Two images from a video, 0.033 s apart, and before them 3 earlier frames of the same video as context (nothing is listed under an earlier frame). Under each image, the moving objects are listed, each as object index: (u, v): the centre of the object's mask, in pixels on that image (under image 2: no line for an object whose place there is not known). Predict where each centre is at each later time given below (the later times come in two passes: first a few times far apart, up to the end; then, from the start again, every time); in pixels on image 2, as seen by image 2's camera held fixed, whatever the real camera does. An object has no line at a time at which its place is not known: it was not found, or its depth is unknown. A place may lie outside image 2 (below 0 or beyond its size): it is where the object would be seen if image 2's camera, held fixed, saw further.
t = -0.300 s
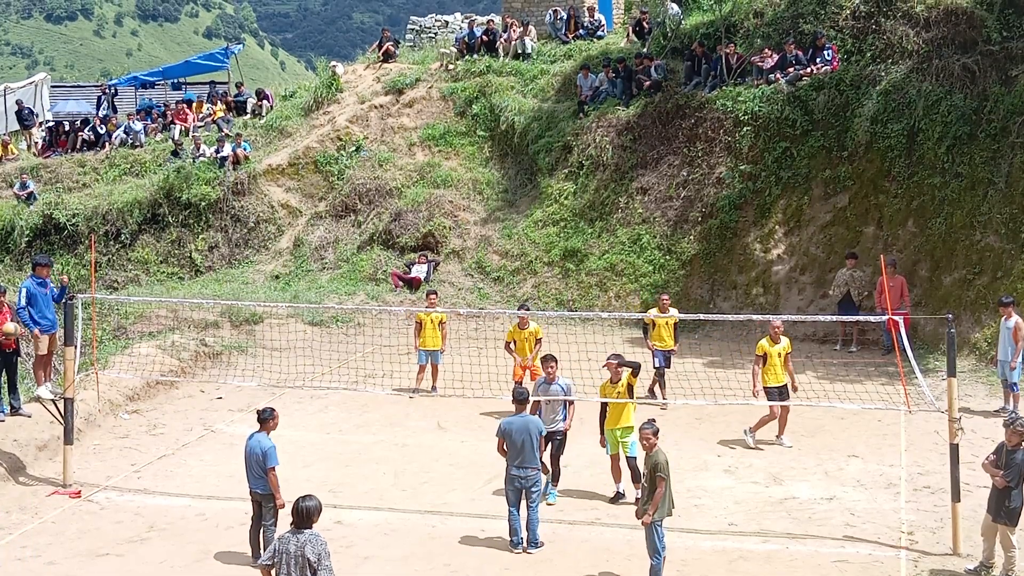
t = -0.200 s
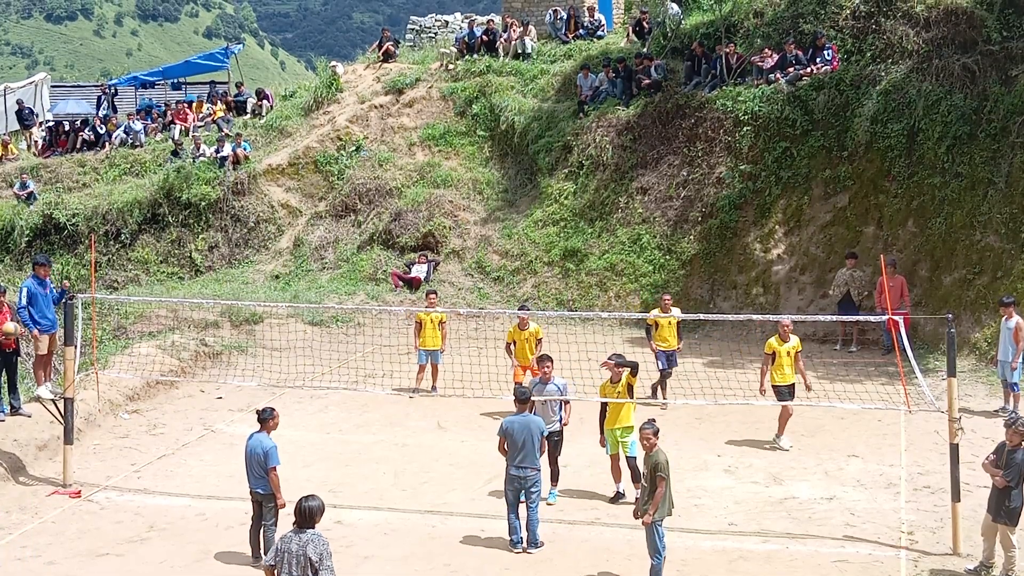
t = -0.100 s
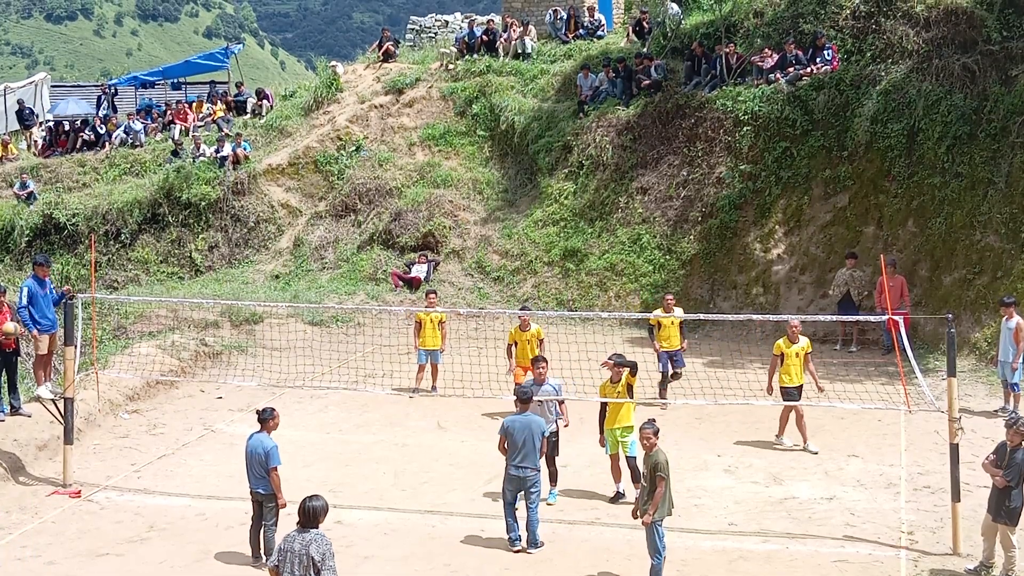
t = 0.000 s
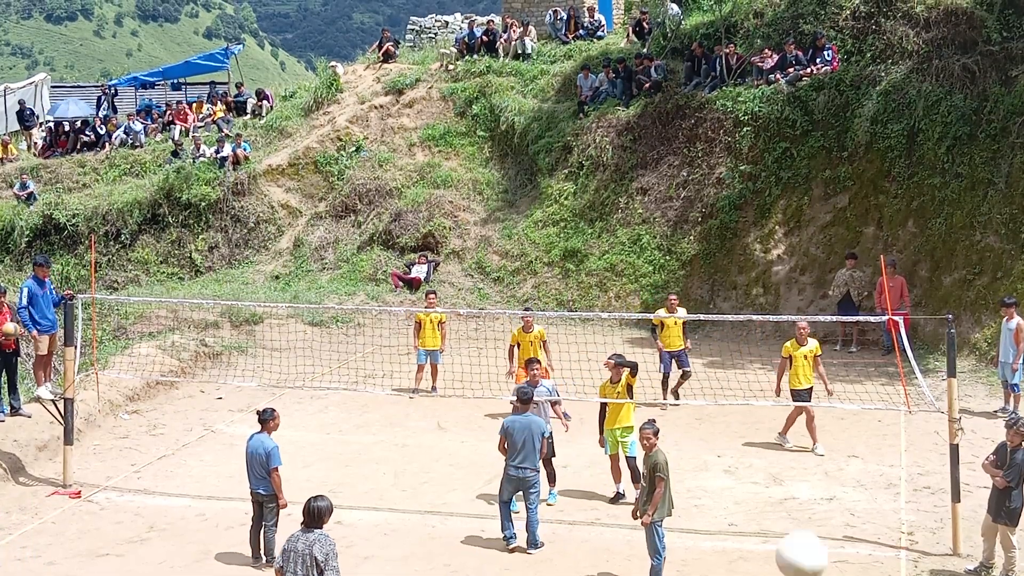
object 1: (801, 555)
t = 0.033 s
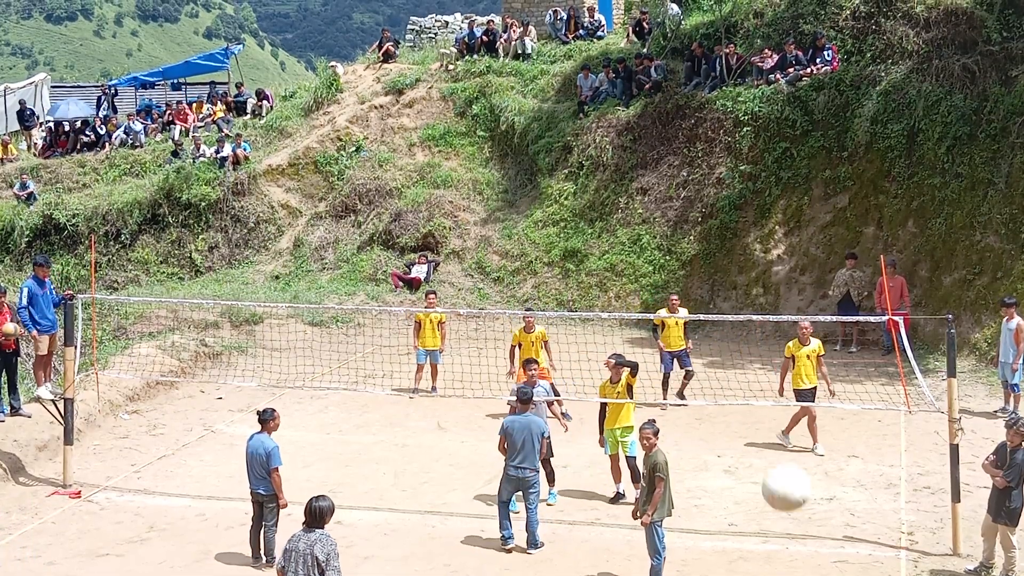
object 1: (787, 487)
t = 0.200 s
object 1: (737, 289)
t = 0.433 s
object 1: (701, 198)
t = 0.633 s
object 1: (686, 193)
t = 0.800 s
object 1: (679, 217)
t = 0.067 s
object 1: (773, 431)
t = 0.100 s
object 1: (762, 385)
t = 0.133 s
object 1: (752, 347)
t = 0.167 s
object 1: (744, 316)
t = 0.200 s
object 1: (737, 289)
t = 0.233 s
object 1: (731, 267)
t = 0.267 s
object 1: (725, 248)
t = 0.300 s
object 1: (720, 233)
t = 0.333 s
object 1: (714, 221)
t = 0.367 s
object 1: (709, 211)
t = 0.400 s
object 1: (705, 204)
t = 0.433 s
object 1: (701, 198)
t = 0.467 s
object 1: (697, 194)
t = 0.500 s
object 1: (694, 191)
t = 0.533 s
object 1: (691, 190)
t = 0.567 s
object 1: (689, 190)
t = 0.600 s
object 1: (688, 190)
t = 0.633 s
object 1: (686, 193)
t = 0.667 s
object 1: (684, 196)
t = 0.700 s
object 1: (683, 200)
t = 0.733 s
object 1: (682, 205)
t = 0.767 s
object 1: (680, 210)
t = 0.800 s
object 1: (679, 217)
